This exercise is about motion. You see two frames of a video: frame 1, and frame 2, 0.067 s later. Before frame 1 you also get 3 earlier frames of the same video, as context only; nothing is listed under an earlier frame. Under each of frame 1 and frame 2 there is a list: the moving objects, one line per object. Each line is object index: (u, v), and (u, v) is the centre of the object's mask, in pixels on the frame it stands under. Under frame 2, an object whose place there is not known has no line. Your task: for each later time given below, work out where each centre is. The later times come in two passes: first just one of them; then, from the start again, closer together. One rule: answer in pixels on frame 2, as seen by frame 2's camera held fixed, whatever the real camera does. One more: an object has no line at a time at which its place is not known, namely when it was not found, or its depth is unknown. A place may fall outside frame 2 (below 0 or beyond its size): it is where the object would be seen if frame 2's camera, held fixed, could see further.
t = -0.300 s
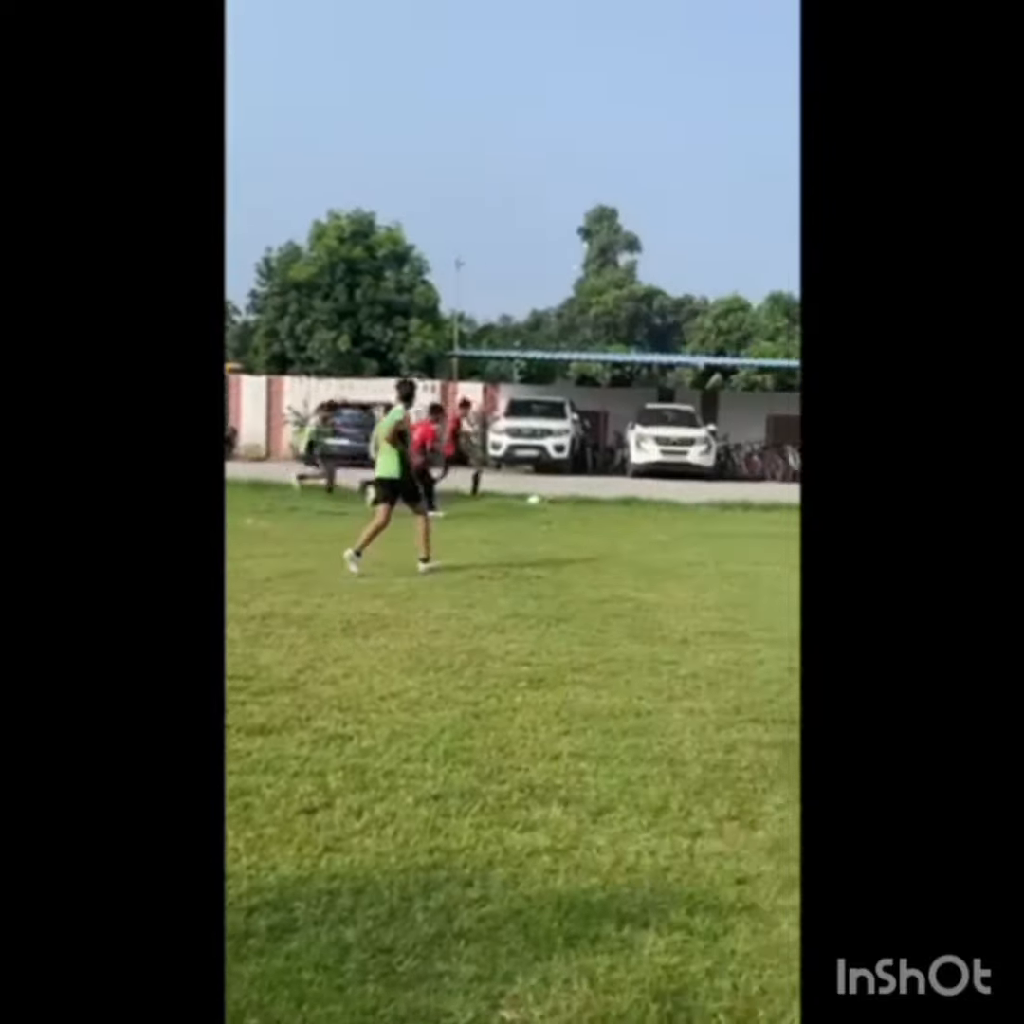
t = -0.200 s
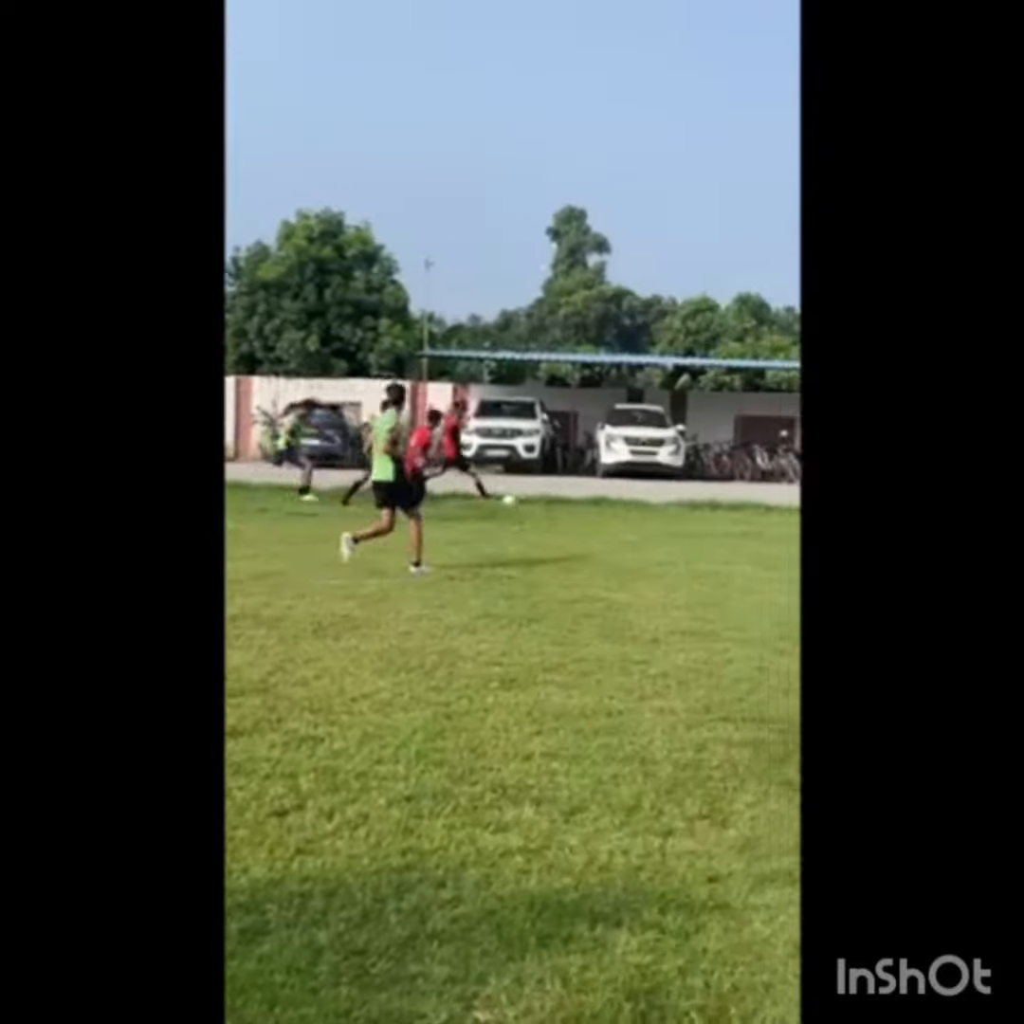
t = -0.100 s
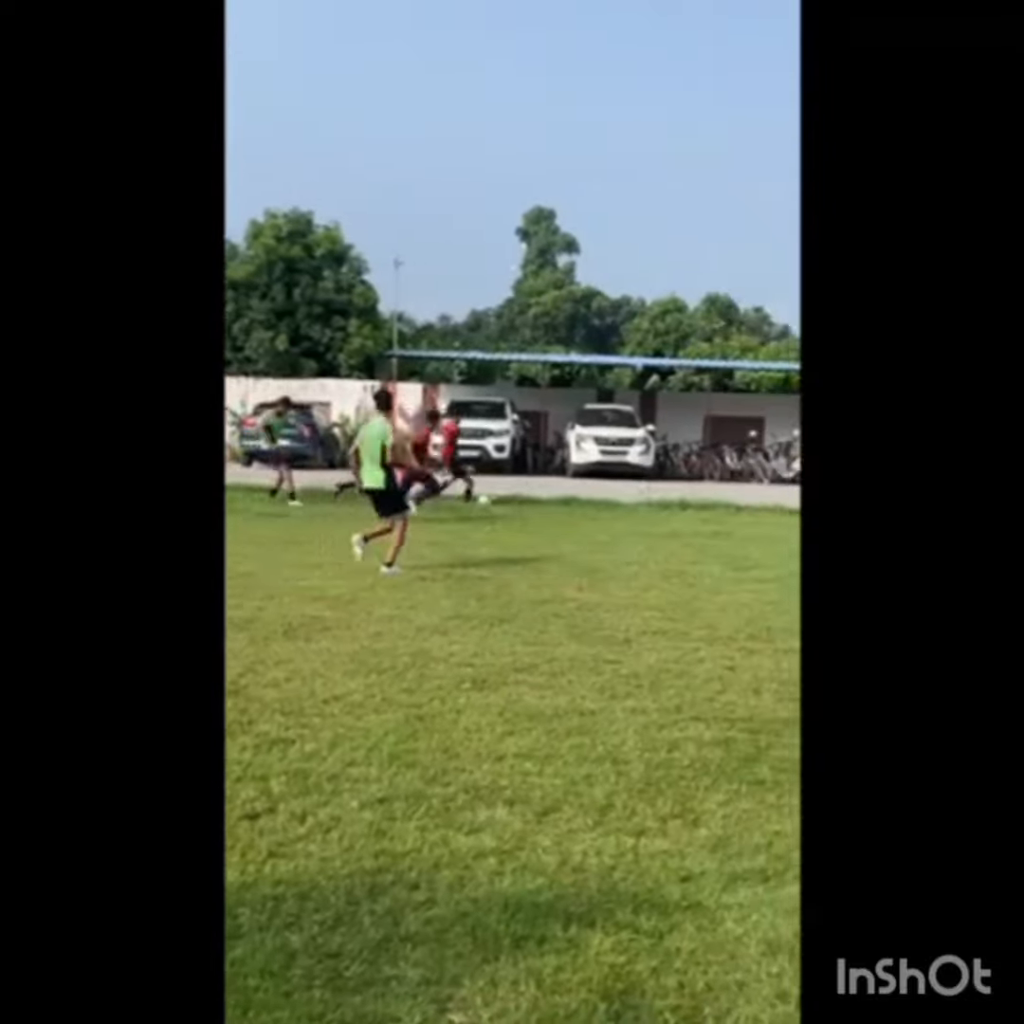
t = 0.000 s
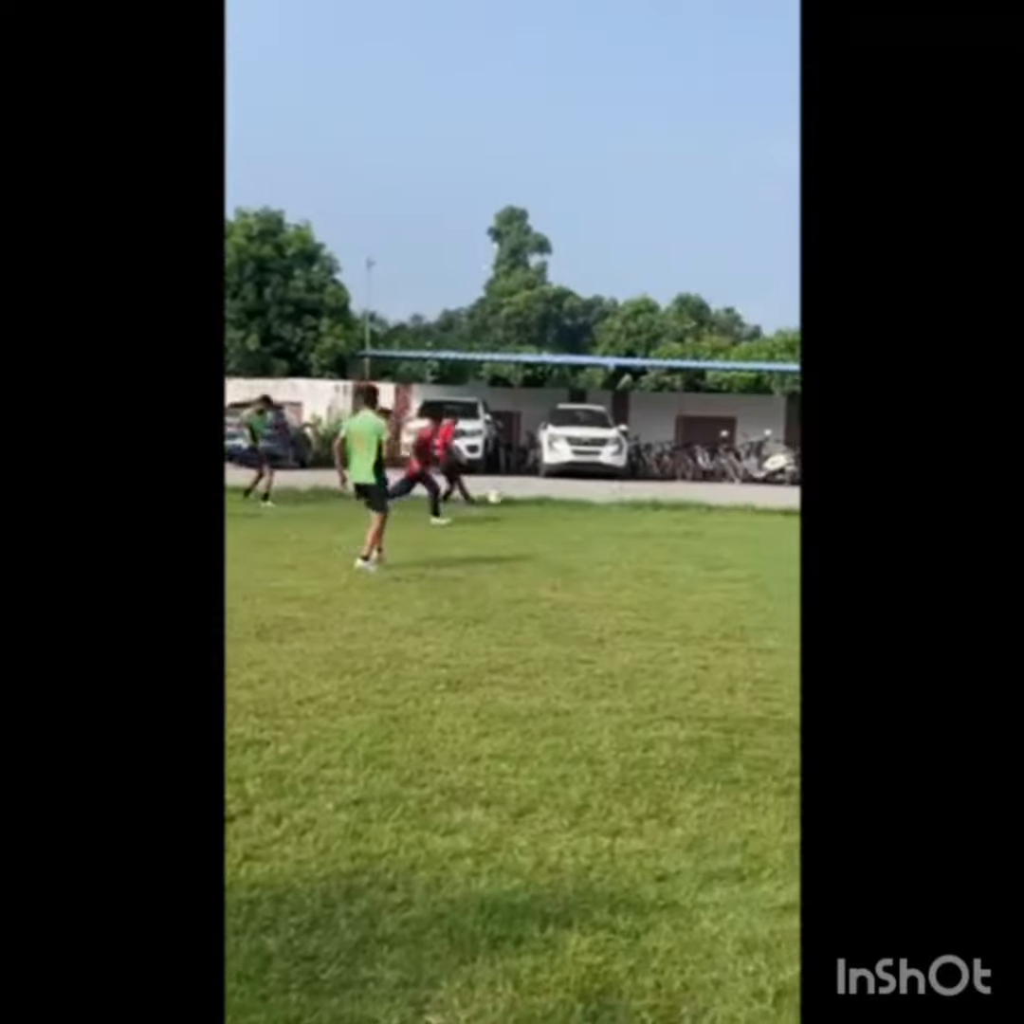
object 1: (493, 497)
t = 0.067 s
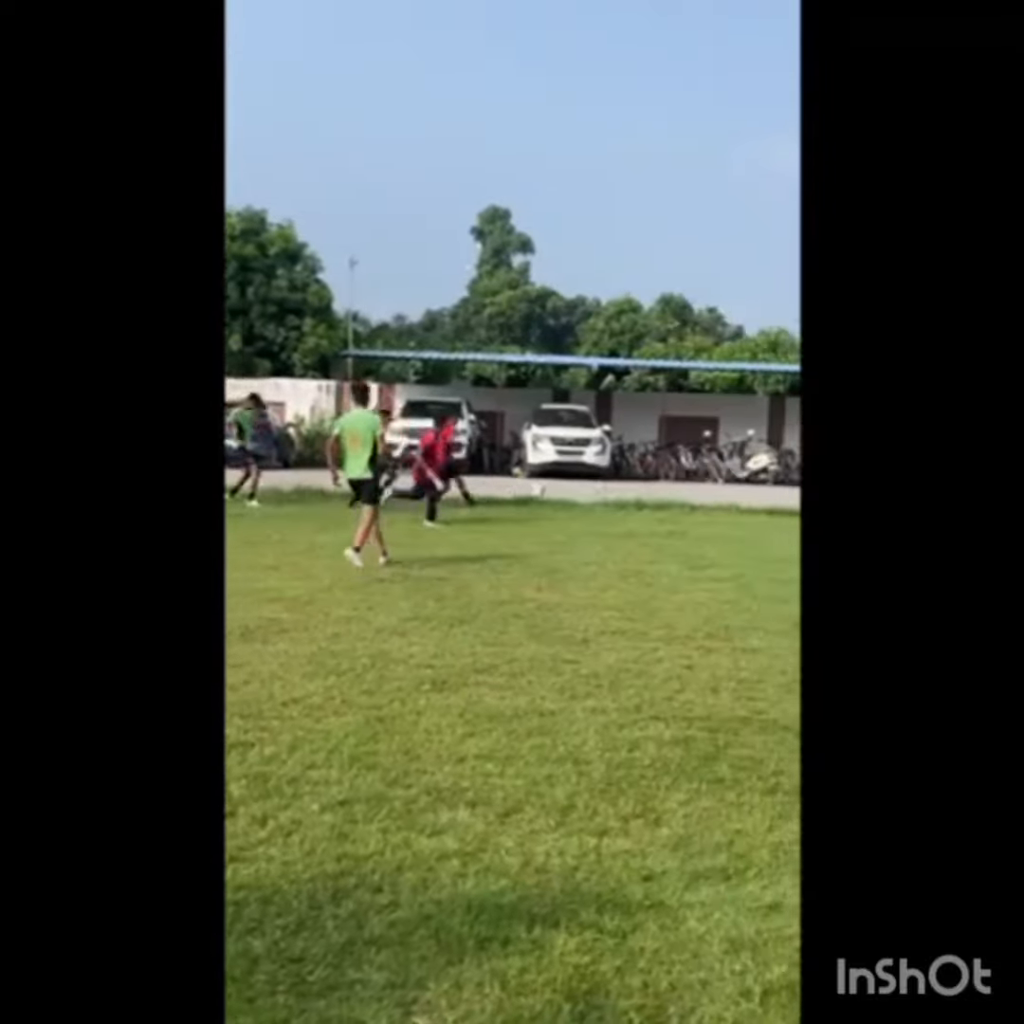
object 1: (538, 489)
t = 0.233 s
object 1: (686, 485)
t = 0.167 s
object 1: (625, 484)
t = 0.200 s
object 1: (656, 484)
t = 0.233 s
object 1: (686, 485)
